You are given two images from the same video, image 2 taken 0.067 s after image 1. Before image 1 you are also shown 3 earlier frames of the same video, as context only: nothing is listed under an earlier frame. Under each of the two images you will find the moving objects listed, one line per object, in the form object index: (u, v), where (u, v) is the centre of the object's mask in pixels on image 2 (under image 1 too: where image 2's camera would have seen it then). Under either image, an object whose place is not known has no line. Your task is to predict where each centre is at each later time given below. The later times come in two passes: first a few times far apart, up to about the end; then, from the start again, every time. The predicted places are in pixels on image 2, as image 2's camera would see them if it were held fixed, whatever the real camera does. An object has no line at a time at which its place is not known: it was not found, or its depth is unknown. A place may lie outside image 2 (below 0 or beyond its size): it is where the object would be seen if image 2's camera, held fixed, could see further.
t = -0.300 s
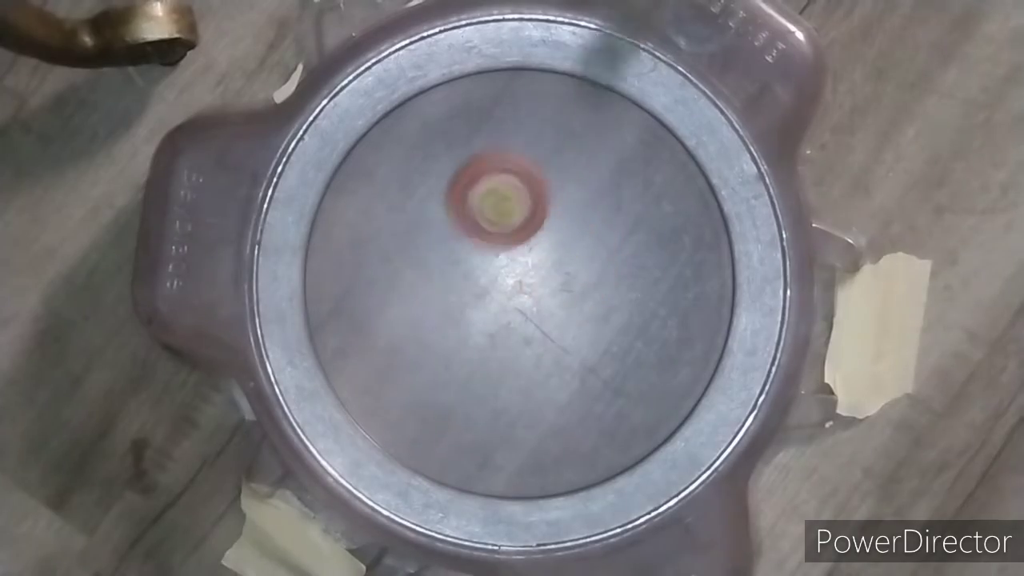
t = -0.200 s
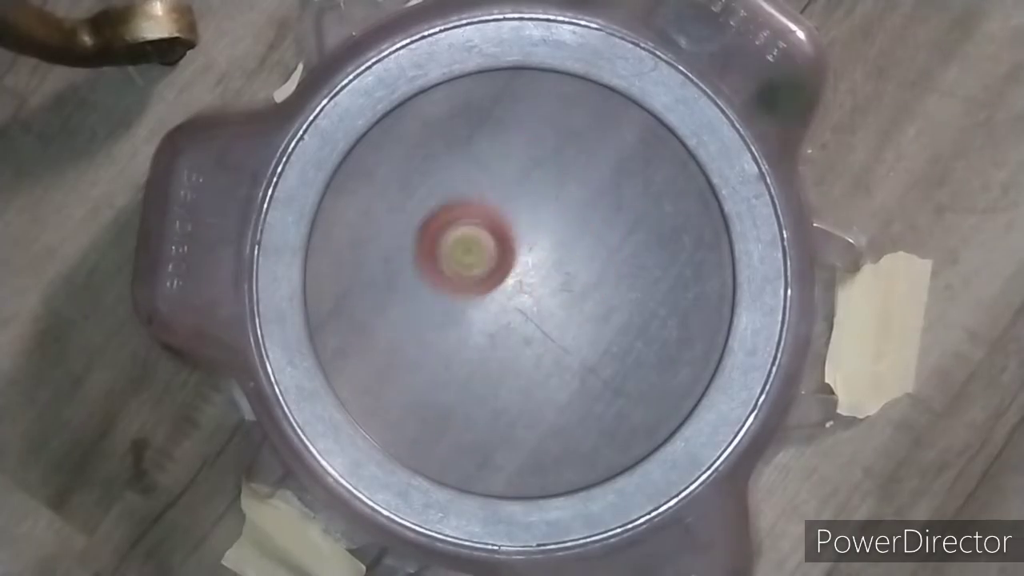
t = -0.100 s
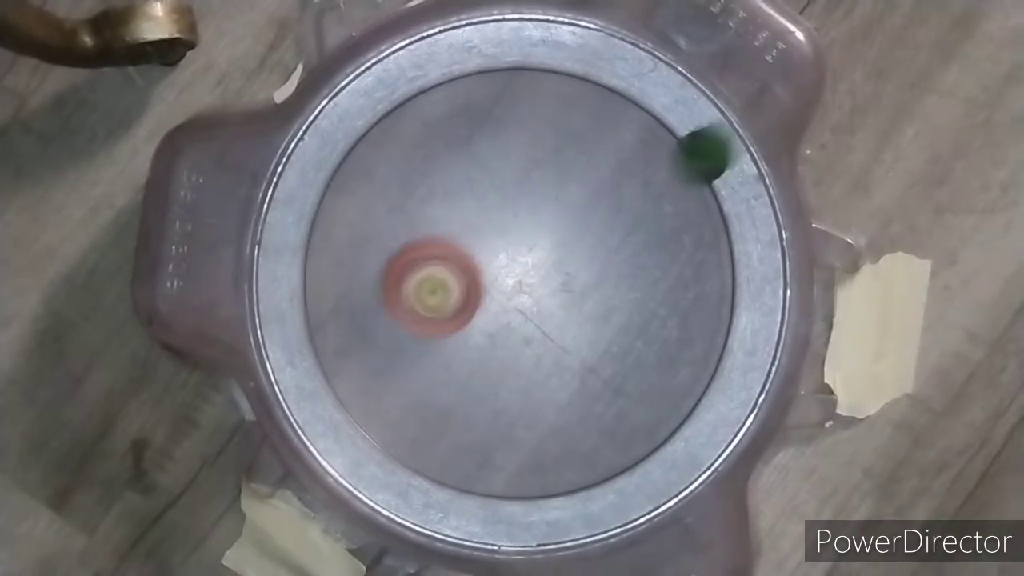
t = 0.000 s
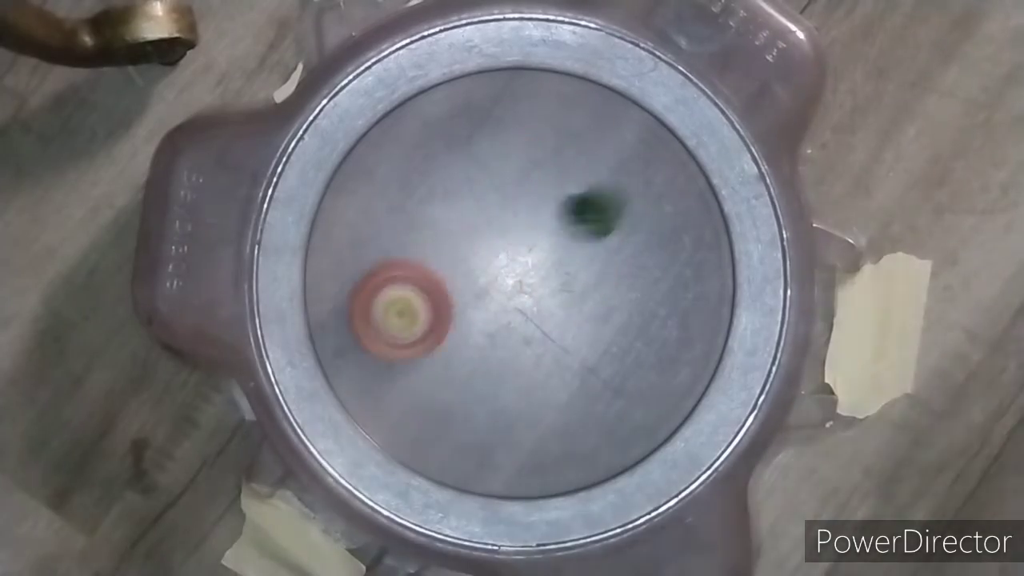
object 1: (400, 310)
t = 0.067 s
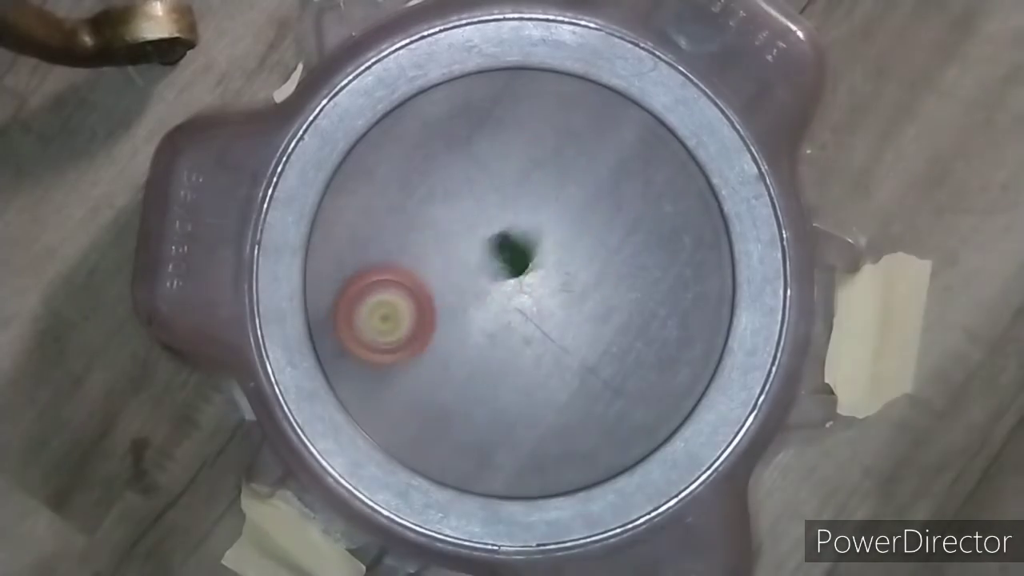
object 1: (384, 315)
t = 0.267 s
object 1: (350, 300)
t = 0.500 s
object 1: (378, 281)
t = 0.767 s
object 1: (419, 283)
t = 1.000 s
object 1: (458, 287)
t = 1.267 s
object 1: (512, 283)
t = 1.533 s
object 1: (529, 284)
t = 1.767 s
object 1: (543, 273)
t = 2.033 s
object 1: (547, 263)
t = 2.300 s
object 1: (543, 260)
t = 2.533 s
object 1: (540, 262)
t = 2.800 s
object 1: (535, 271)
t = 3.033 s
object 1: (533, 277)
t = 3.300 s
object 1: (535, 266)
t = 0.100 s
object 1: (379, 314)
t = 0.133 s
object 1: (373, 313)
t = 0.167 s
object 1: (363, 312)
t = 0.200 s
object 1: (356, 309)
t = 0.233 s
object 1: (351, 306)
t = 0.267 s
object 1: (350, 300)
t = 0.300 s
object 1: (350, 294)
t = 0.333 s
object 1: (352, 290)
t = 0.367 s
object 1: (356, 287)
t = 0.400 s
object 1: (359, 285)
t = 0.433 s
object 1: (366, 283)
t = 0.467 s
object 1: (372, 282)
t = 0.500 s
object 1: (378, 281)
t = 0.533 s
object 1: (384, 280)
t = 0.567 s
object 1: (390, 280)
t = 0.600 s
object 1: (395, 280)
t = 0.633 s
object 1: (400, 280)
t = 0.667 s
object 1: (404, 281)
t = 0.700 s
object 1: (409, 282)
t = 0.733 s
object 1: (414, 282)
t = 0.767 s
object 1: (419, 283)
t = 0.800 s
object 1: (424, 283)
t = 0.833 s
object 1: (430, 285)
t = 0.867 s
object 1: (436, 286)
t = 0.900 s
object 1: (441, 286)
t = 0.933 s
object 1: (447, 287)
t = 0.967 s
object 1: (452, 287)
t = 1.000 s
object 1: (458, 287)
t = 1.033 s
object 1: (463, 287)
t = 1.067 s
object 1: (469, 287)
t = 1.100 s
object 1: (475, 286)
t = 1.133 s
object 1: (481, 286)
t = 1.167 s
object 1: (488, 286)
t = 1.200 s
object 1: (496, 285)
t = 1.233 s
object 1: (505, 283)
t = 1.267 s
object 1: (512, 283)
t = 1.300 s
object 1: (519, 283)
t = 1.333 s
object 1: (525, 284)
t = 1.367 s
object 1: (526, 285)
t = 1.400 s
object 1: (523, 286)
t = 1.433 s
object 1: (522, 286)
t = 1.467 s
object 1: (524, 286)
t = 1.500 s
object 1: (526, 284)
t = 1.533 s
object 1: (529, 284)
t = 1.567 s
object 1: (531, 282)
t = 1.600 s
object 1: (534, 281)
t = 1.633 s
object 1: (536, 279)
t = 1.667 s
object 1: (538, 278)
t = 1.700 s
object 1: (540, 276)
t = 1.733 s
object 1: (541, 275)
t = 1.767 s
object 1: (543, 273)
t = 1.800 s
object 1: (544, 272)
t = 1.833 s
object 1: (545, 270)
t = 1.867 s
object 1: (545, 269)
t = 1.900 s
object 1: (546, 268)
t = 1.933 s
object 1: (546, 267)
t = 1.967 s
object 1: (547, 266)
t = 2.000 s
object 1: (547, 264)
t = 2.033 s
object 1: (547, 263)
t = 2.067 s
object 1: (547, 262)
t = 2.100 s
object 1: (547, 262)
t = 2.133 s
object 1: (546, 261)
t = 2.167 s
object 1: (546, 261)
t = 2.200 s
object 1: (546, 261)
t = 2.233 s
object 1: (545, 260)
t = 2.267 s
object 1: (545, 260)
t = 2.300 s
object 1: (543, 260)
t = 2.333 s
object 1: (543, 260)
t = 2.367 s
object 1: (542, 261)
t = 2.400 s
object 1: (541, 261)
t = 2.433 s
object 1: (542, 260)
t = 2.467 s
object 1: (541, 260)
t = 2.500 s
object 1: (541, 261)
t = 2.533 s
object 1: (540, 262)
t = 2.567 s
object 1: (540, 263)
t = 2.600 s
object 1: (539, 263)
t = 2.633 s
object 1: (539, 265)
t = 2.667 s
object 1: (538, 266)
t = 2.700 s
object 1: (538, 267)
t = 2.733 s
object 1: (536, 269)
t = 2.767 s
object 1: (536, 270)
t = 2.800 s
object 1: (535, 271)
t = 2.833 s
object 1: (535, 273)
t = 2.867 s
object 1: (534, 275)
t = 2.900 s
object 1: (533, 277)
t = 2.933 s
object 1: (532, 279)
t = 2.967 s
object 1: (531, 281)
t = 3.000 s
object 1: (530, 282)
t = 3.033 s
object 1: (533, 277)
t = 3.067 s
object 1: (535, 273)
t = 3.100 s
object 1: (536, 272)
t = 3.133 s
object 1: (537, 272)
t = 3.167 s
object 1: (538, 273)
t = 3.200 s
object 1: (539, 273)
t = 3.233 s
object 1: (539, 273)
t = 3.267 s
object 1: (539, 273)
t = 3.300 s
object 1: (535, 266)
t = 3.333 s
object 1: (532, 262)
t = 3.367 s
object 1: (531, 260)
